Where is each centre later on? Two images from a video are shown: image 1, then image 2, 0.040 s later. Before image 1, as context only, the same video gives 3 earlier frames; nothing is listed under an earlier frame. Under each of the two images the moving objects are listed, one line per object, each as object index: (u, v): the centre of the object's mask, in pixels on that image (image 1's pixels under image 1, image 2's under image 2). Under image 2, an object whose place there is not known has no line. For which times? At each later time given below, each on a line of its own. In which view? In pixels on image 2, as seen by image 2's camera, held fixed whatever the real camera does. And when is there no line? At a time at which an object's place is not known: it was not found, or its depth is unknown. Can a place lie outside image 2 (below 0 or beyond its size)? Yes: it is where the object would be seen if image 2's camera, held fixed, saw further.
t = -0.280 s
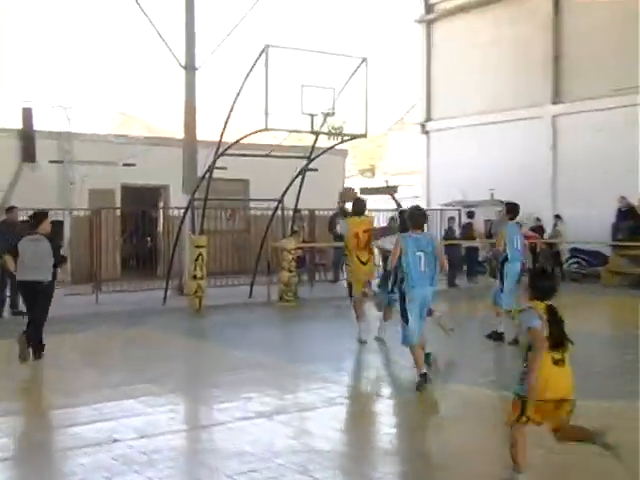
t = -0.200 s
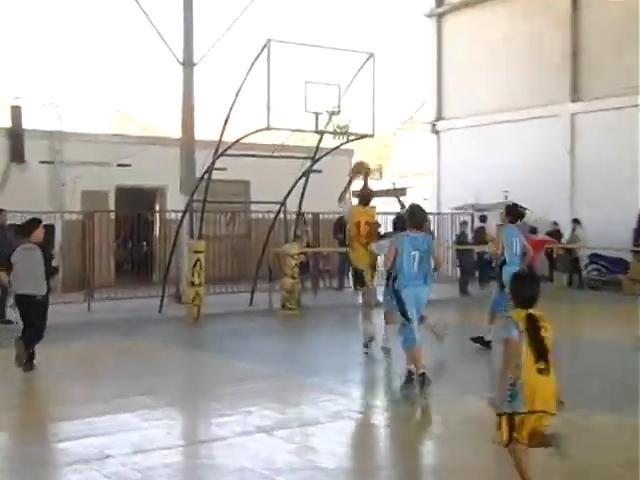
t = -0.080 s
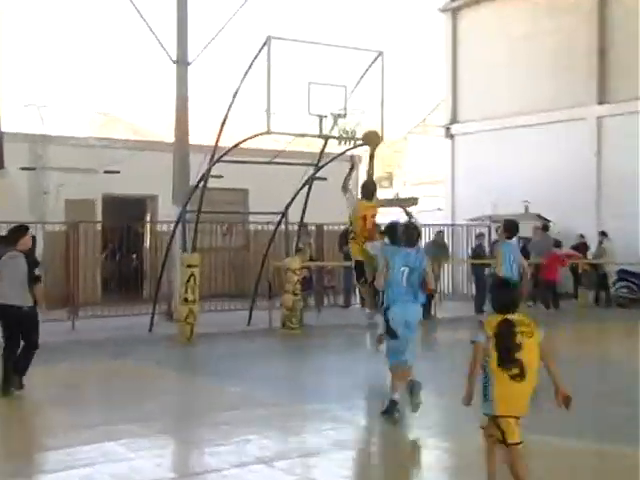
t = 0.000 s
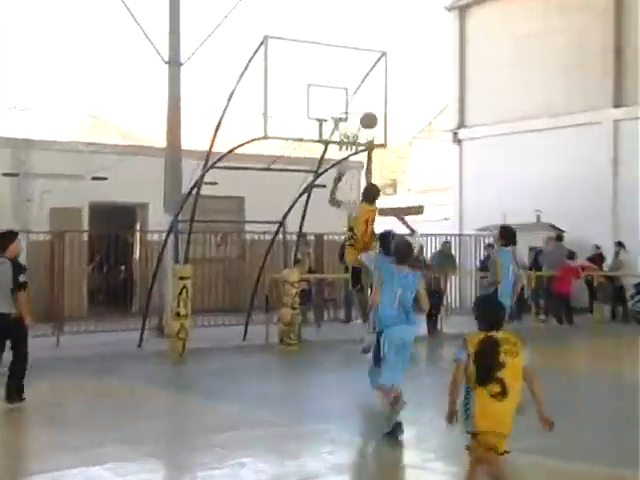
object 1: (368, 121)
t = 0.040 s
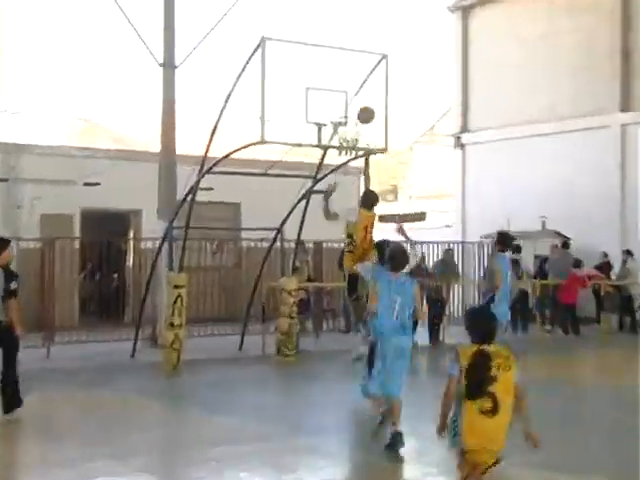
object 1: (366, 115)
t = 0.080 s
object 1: (362, 106)
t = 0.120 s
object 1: (360, 99)
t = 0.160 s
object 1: (356, 94)
